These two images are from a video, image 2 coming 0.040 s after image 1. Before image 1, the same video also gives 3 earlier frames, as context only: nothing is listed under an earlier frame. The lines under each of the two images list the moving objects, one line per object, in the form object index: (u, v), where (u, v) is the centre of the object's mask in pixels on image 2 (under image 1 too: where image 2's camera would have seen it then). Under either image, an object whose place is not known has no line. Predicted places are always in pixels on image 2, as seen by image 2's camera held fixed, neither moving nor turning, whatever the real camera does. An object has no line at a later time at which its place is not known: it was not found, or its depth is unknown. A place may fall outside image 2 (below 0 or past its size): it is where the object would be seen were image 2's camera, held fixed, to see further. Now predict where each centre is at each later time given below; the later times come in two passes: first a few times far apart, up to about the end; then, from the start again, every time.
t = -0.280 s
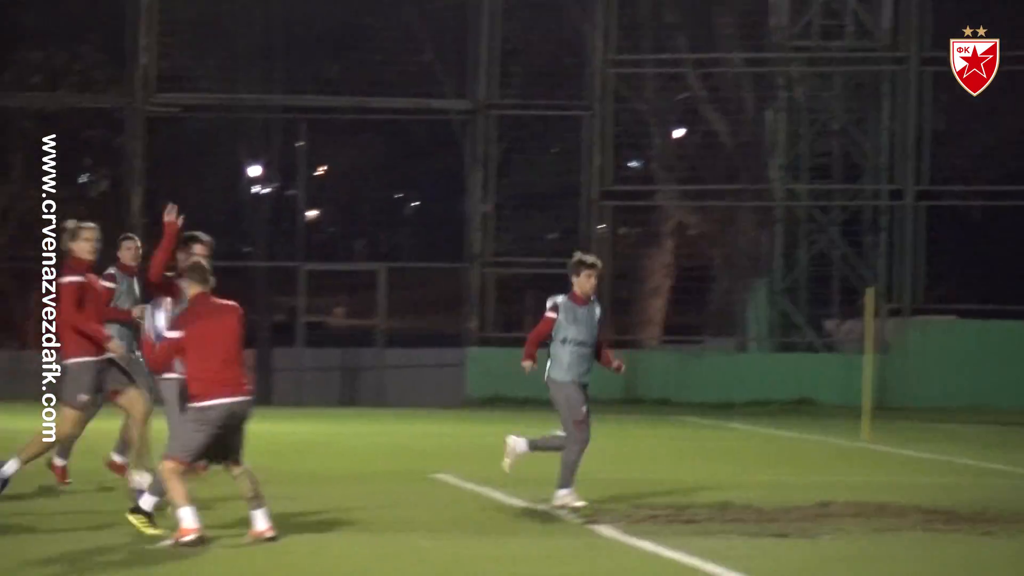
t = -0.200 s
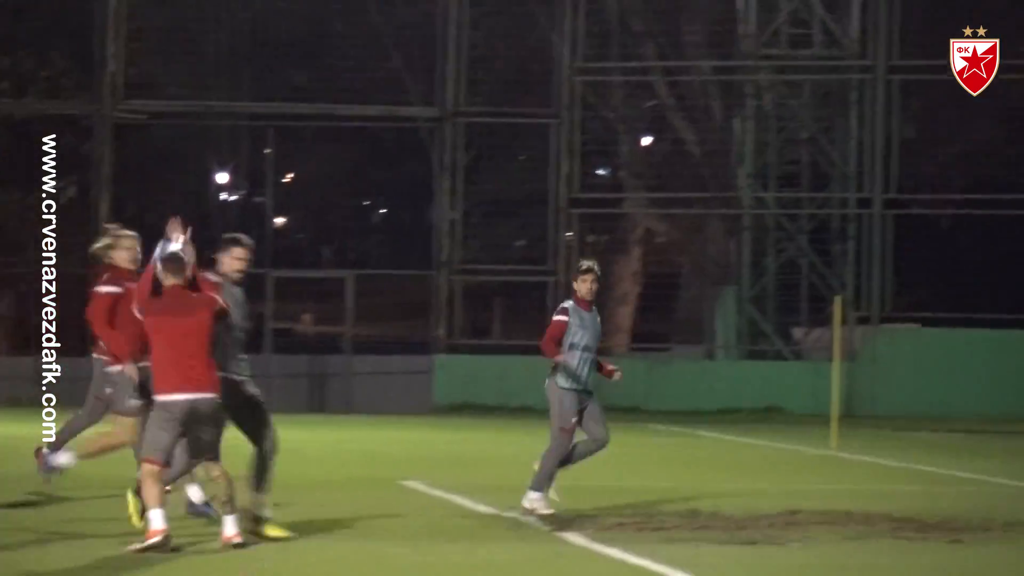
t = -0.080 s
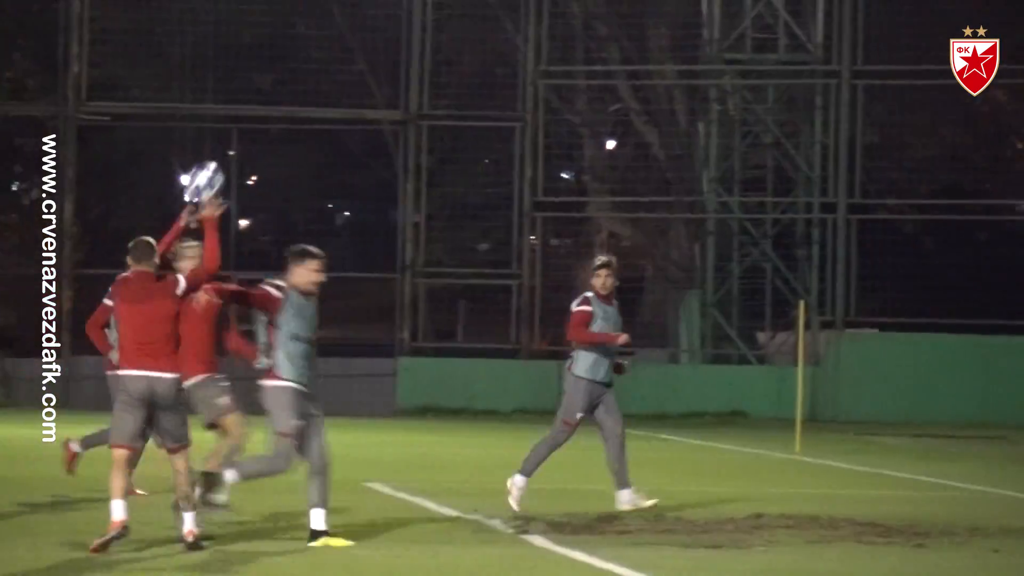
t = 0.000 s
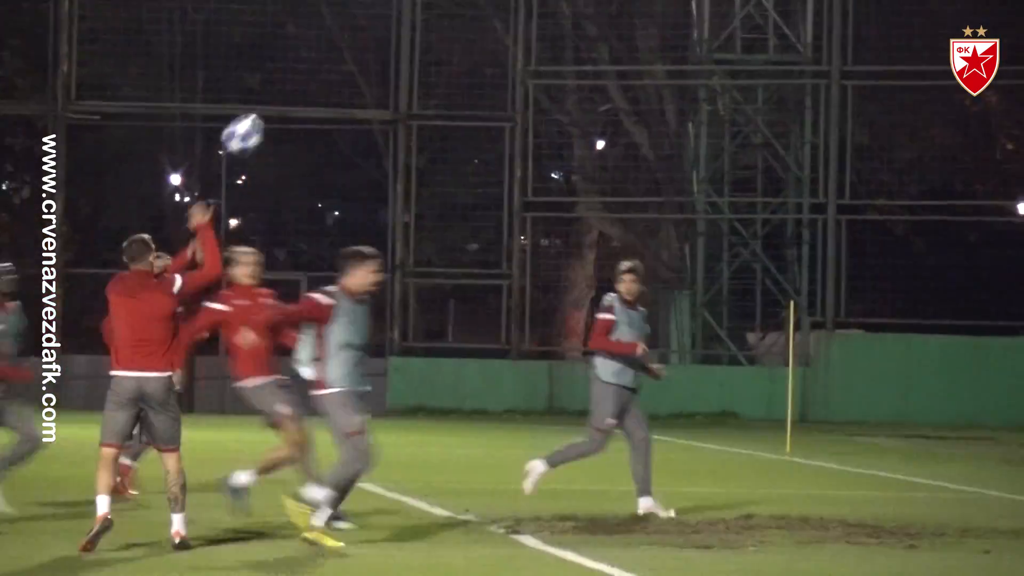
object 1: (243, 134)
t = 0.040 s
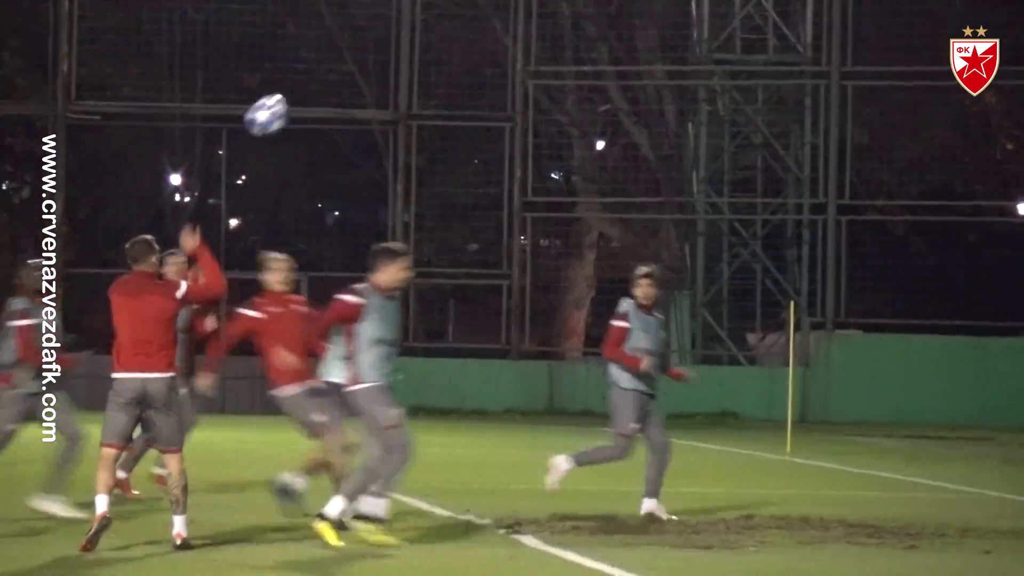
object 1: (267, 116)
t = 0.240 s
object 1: (387, 57)
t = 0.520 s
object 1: (546, 83)
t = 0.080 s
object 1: (291, 98)
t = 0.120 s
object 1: (317, 84)
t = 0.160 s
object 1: (340, 72)
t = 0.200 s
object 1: (364, 64)
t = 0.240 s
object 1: (387, 57)
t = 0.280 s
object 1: (410, 53)
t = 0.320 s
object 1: (433, 52)
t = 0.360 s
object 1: (456, 53)
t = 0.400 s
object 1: (479, 57)
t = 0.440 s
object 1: (501, 63)
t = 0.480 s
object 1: (524, 72)
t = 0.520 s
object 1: (546, 83)
